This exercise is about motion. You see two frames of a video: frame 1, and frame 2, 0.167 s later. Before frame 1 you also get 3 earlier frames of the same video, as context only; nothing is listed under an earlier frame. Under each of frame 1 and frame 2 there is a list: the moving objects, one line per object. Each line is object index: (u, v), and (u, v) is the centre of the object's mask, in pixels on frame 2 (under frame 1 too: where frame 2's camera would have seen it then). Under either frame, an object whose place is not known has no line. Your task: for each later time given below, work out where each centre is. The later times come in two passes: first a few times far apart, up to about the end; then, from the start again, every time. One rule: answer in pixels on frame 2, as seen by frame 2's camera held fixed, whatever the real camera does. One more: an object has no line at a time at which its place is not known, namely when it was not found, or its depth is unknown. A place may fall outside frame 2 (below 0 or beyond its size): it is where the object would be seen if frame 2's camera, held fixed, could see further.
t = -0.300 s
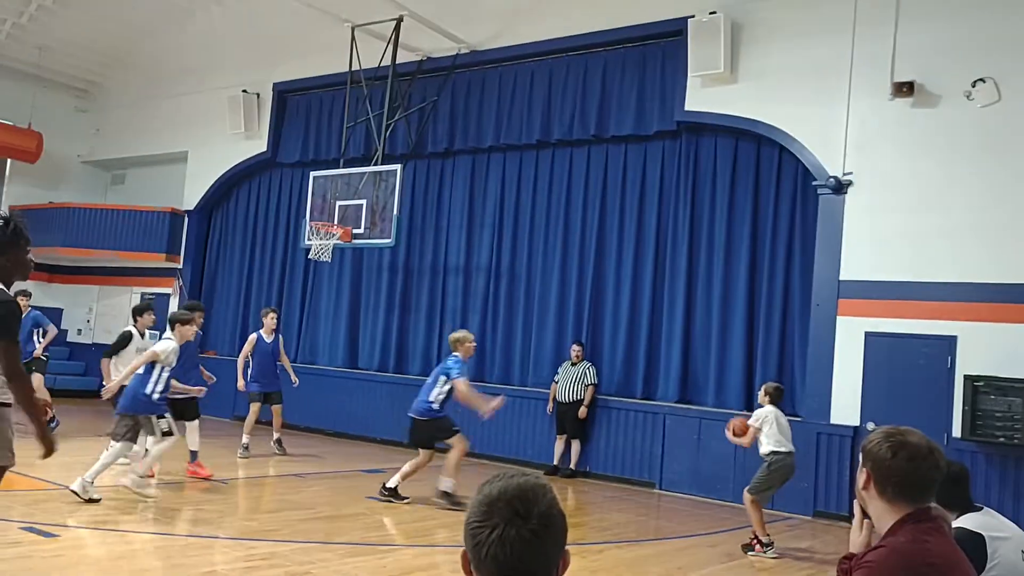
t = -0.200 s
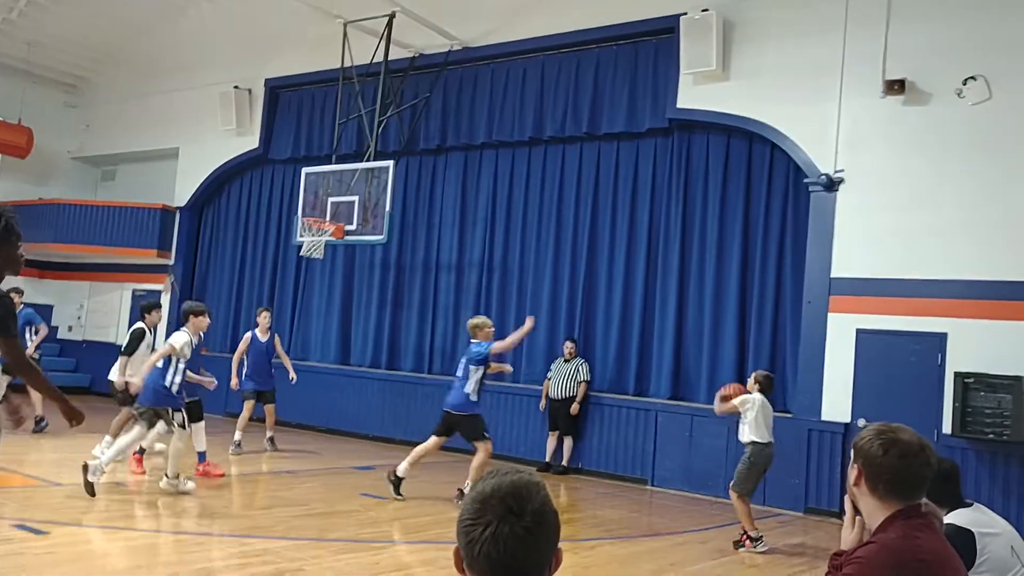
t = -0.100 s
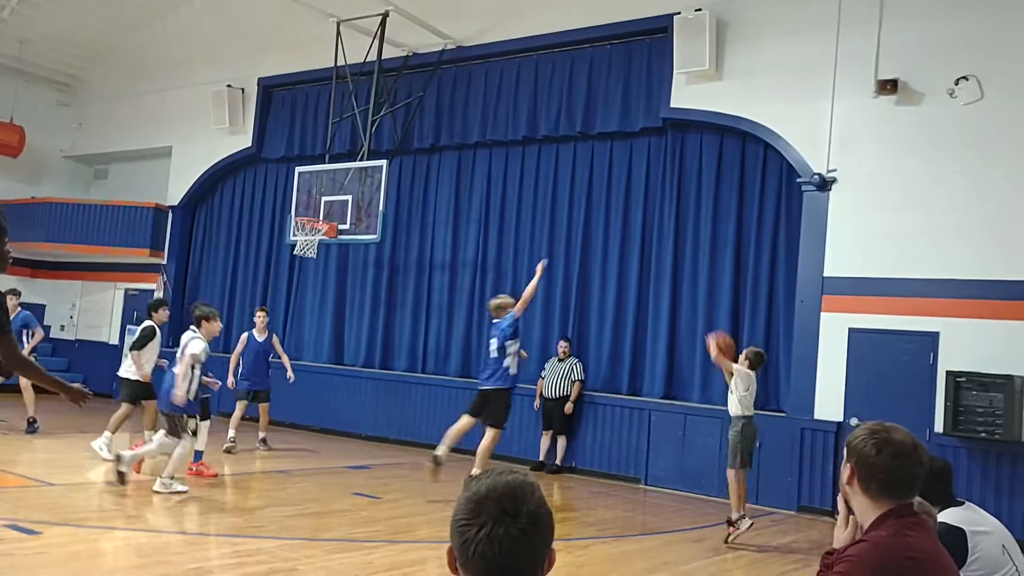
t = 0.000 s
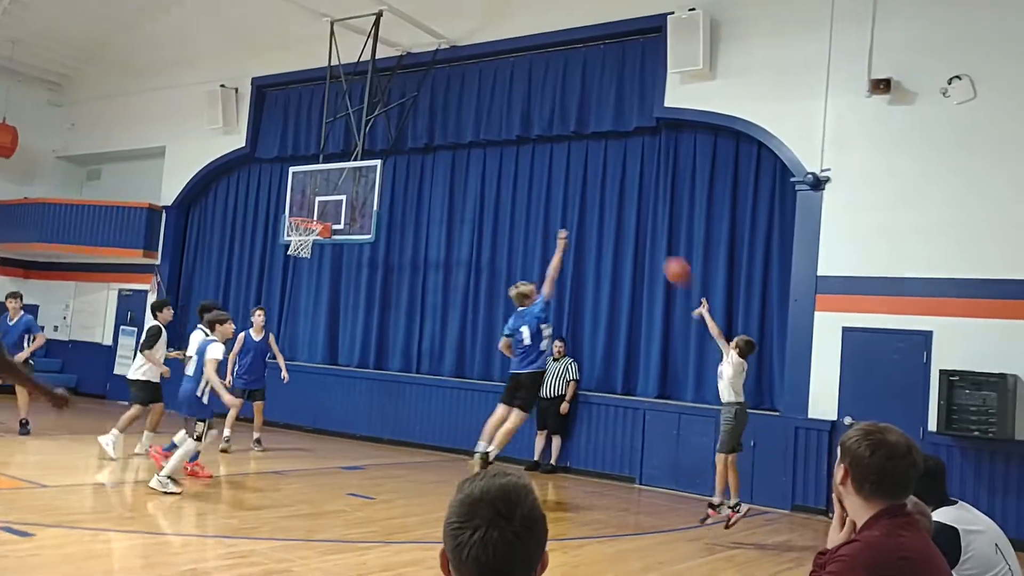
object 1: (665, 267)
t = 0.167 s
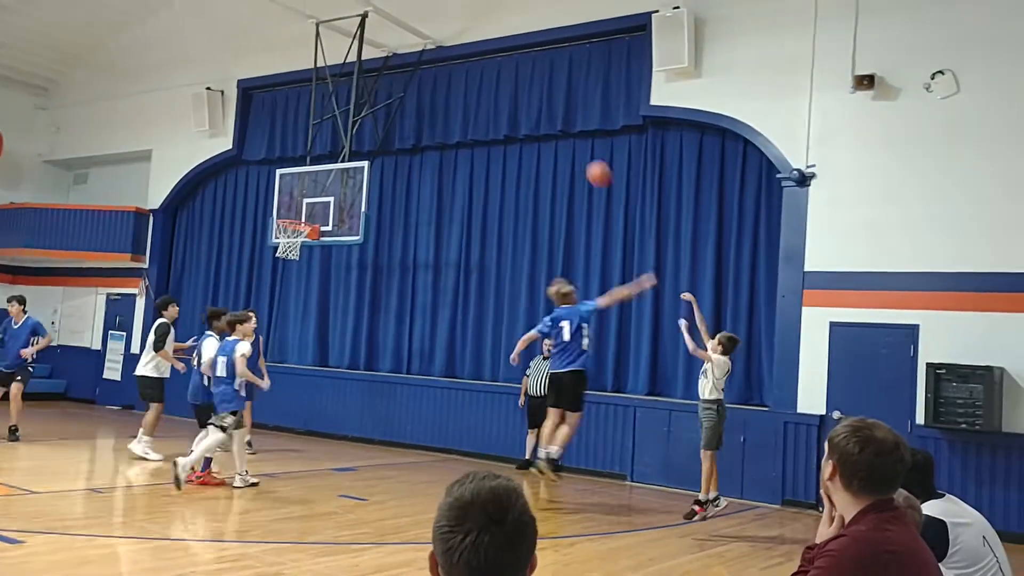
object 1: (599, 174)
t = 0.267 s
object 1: (563, 135)
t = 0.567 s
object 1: (466, 81)
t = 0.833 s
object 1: (392, 99)
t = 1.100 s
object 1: (324, 164)
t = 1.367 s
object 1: (276, 249)
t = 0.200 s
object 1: (586, 159)
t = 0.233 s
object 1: (574, 147)
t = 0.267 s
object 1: (563, 135)
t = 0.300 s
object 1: (551, 124)
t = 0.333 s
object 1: (539, 115)
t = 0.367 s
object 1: (528, 107)
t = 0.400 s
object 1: (517, 100)
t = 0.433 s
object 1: (506, 94)
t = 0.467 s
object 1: (496, 89)
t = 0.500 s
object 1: (486, 85)
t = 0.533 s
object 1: (476, 83)
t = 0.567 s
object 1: (466, 81)
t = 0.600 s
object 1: (456, 80)
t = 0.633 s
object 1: (447, 80)
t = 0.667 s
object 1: (437, 81)
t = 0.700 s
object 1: (428, 83)
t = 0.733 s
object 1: (418, 86)
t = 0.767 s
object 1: (409, 89)
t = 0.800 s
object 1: (401, 94)
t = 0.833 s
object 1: (392, 99)
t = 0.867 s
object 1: (383, 105)
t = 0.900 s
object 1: (374, 112)
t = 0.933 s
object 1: (366, 119)
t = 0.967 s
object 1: (357, 127)
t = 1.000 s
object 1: (349, 135)
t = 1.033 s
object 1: (341, 144)
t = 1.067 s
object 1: (332, 154)
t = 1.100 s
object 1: (324, 164)
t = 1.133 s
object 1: (315, 177)
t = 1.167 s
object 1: (307, 188)
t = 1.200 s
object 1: (299, 200)
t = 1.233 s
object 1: (291, 213)
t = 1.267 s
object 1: (279, 227)
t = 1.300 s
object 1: (275, 240)
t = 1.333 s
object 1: (276, 246)
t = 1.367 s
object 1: (276, 249)
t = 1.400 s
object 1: (276, 254)
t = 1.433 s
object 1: (275, 267)
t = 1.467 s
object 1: (275, 276)
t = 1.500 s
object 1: (274, 284)
